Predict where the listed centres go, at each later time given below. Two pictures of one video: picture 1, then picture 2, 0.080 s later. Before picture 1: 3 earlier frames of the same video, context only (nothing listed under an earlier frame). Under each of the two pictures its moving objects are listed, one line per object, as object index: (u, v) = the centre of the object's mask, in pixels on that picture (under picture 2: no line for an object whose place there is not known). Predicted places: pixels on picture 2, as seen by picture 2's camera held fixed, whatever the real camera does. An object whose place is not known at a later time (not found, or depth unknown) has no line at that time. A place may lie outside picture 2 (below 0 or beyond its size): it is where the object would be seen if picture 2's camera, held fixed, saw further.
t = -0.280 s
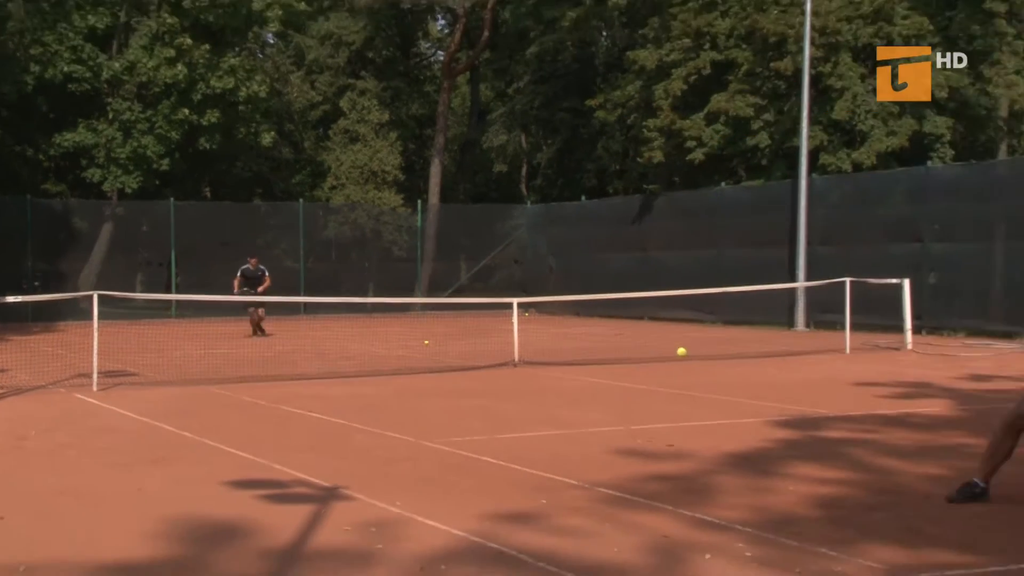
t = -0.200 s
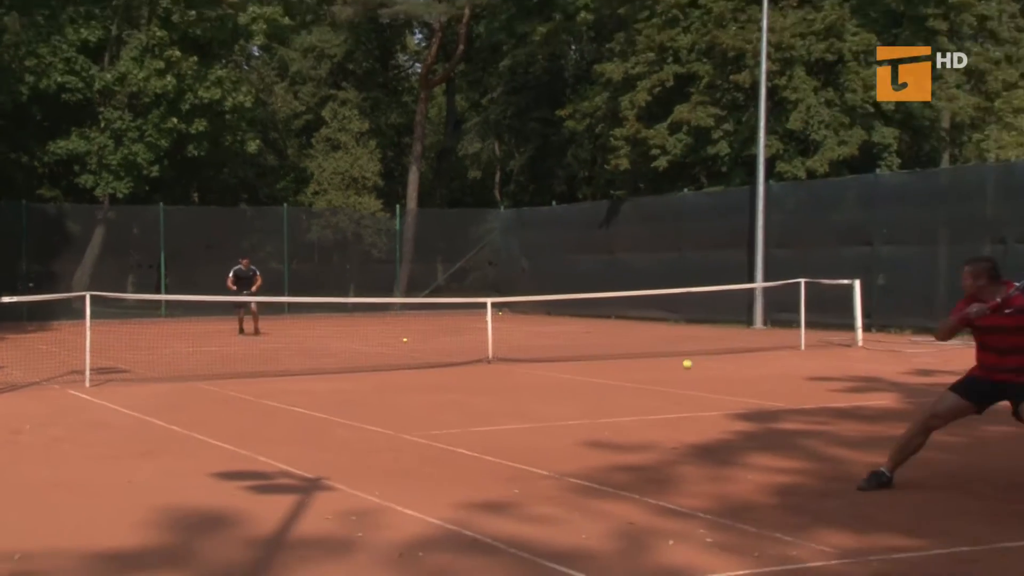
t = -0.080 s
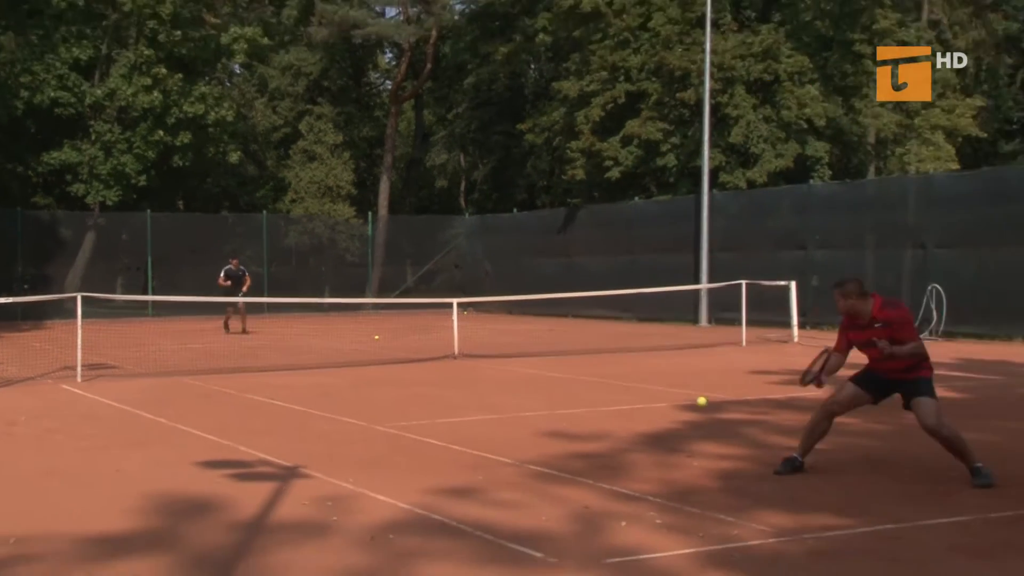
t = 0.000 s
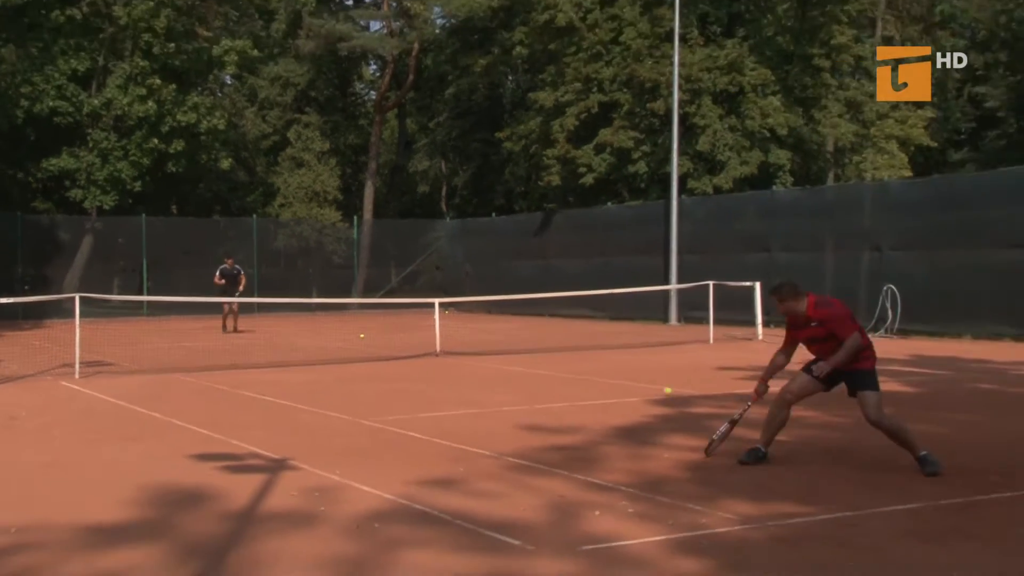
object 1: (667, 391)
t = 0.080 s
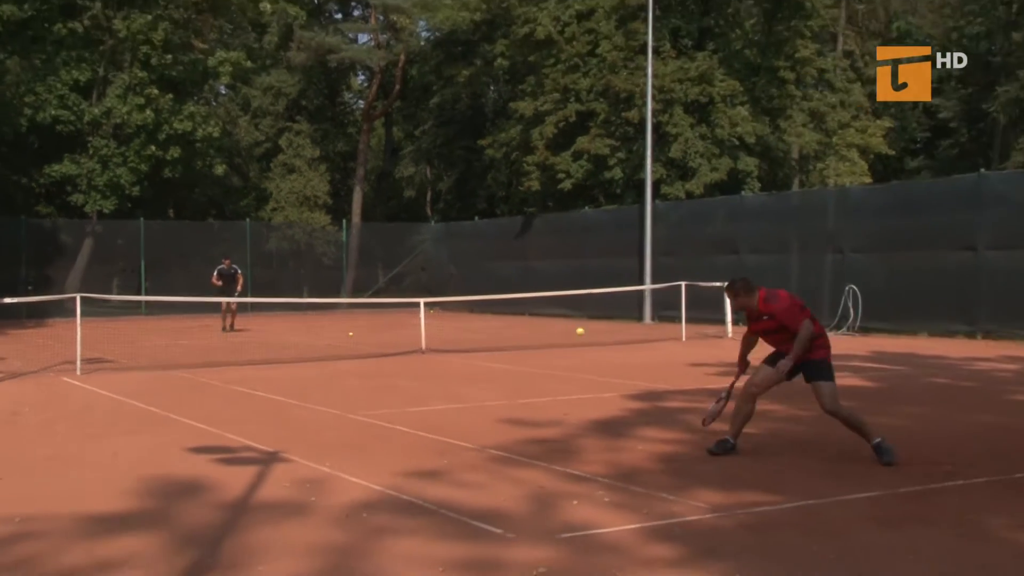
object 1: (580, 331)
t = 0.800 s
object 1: (335, 255)
